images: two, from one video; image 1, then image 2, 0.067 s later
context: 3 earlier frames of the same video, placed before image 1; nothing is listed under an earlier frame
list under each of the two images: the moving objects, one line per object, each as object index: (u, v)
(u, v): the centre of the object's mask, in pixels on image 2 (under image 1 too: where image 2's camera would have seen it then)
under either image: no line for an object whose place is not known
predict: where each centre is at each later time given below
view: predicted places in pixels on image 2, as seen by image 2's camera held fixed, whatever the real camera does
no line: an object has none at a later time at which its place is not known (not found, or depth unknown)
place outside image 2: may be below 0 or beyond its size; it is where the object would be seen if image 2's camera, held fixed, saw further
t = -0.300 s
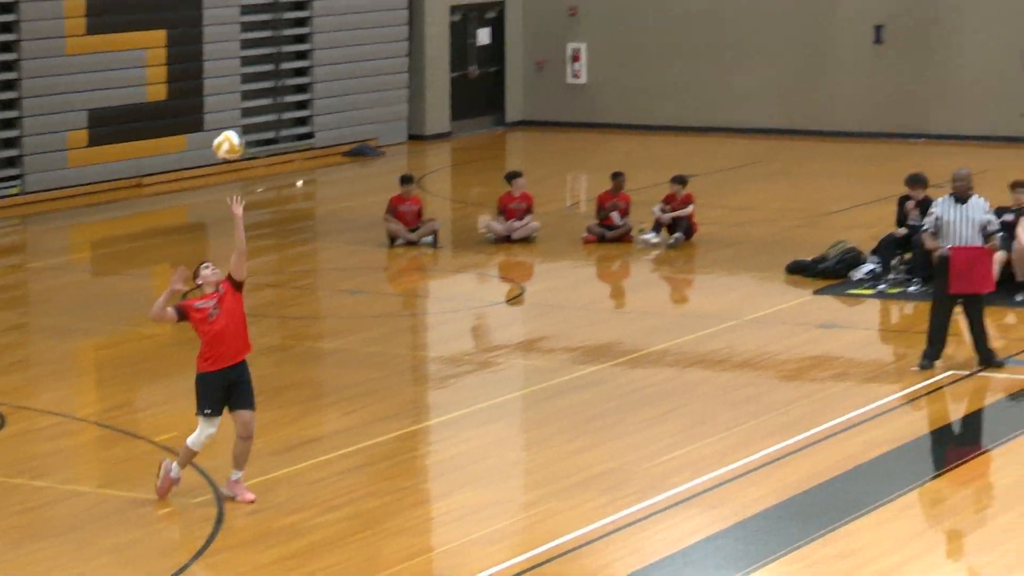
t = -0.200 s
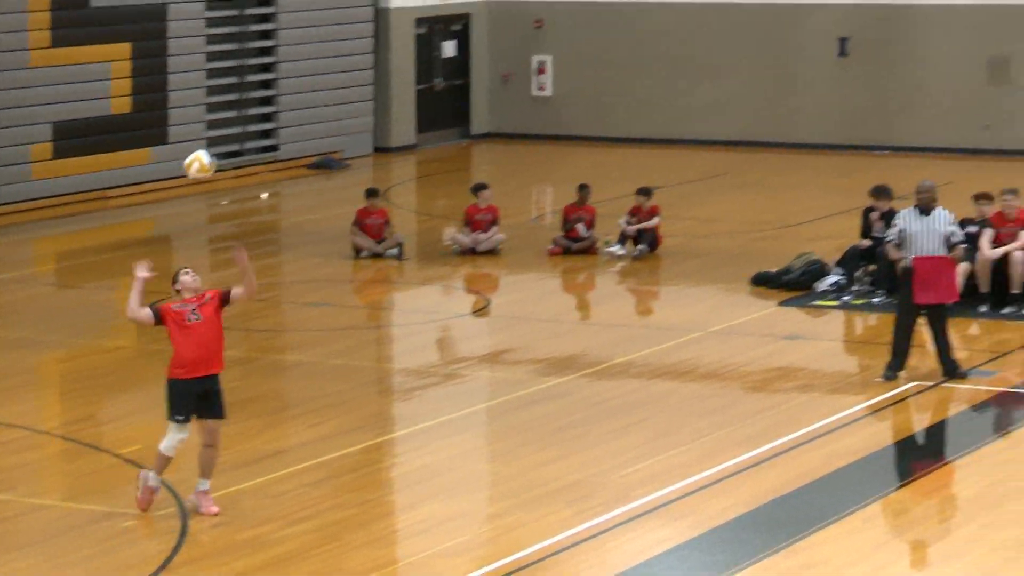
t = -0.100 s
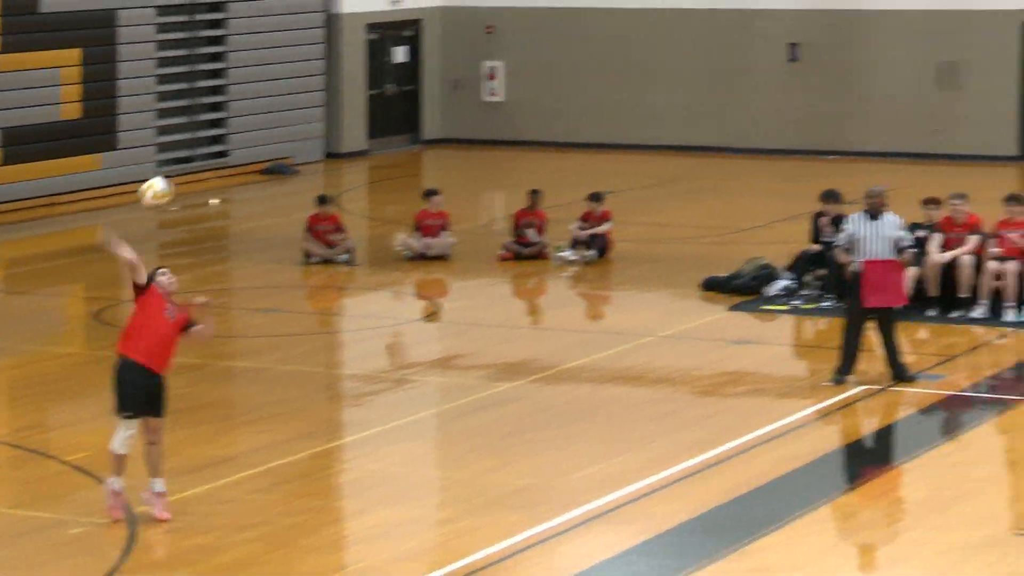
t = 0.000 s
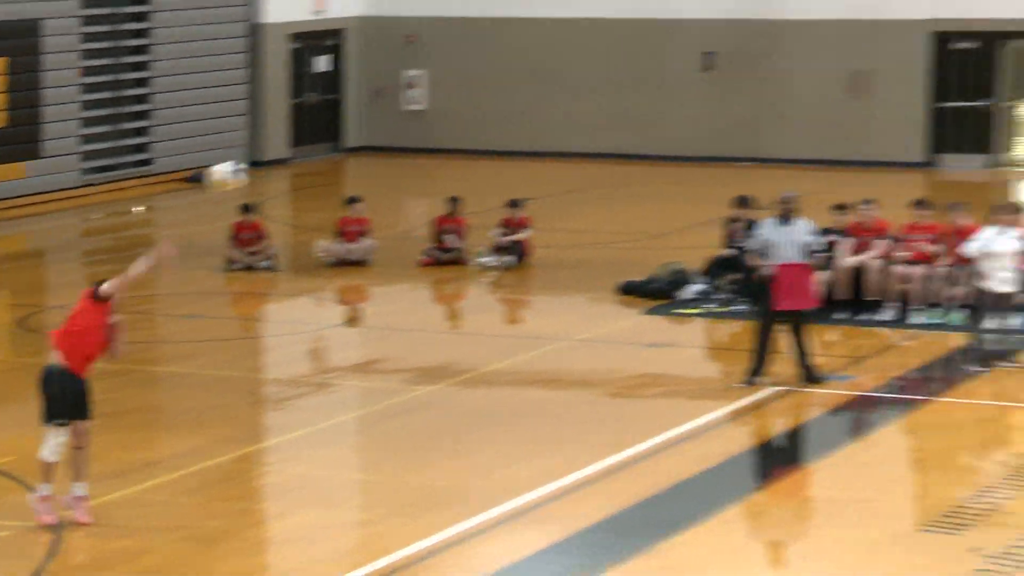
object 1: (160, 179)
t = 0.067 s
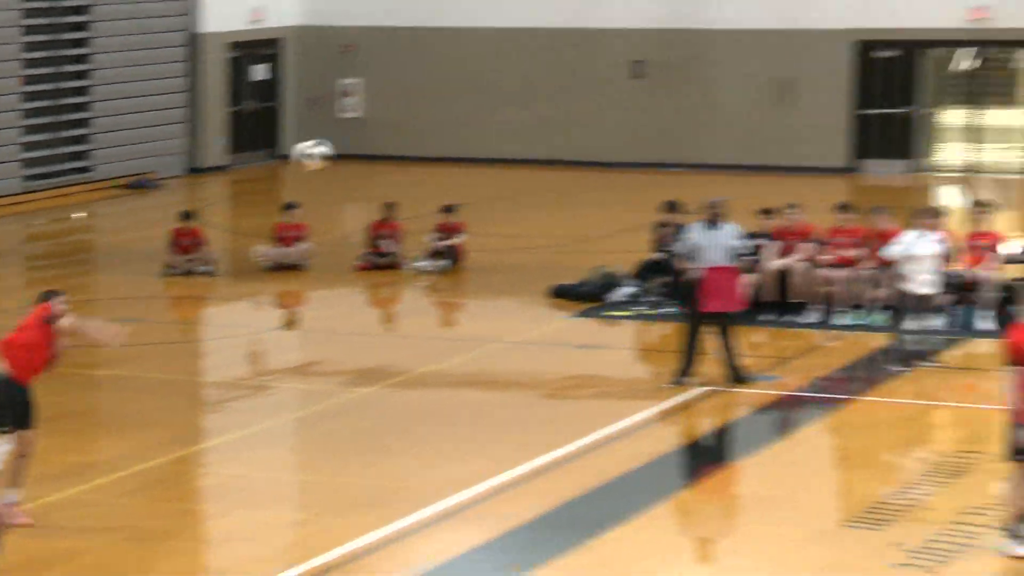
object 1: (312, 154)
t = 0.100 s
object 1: (387, 144)
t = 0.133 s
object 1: (464, 135)
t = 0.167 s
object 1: (542, 128)
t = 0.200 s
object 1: (622, 120)
